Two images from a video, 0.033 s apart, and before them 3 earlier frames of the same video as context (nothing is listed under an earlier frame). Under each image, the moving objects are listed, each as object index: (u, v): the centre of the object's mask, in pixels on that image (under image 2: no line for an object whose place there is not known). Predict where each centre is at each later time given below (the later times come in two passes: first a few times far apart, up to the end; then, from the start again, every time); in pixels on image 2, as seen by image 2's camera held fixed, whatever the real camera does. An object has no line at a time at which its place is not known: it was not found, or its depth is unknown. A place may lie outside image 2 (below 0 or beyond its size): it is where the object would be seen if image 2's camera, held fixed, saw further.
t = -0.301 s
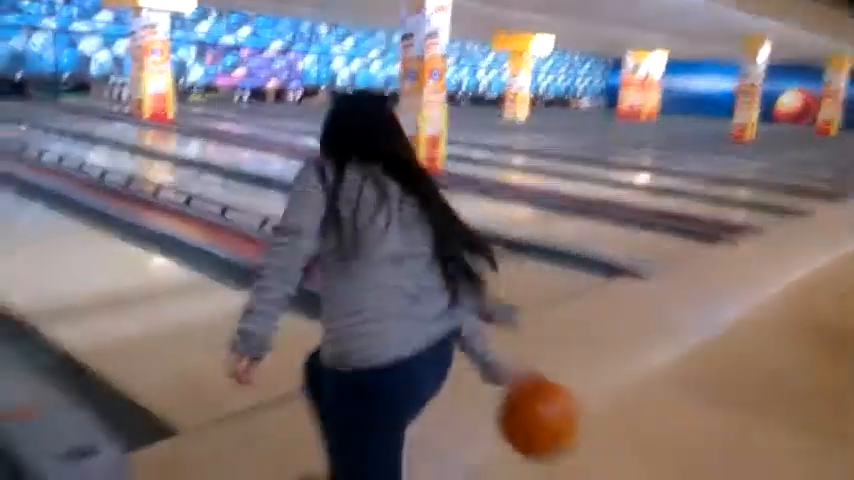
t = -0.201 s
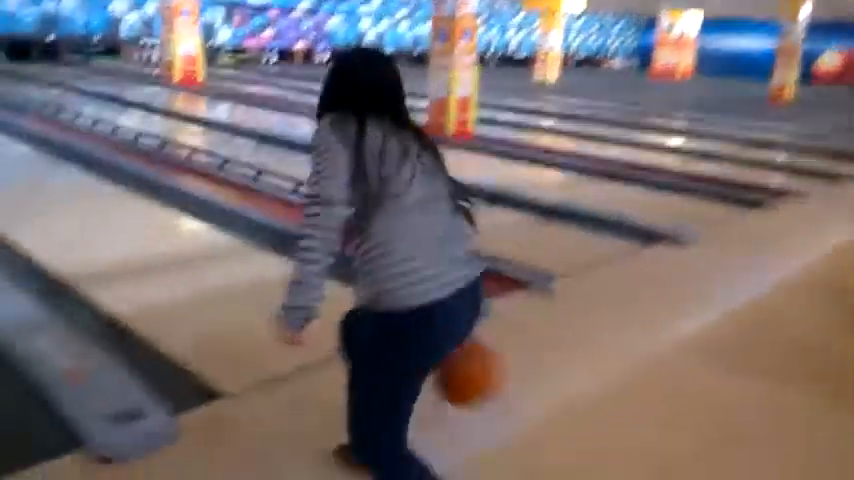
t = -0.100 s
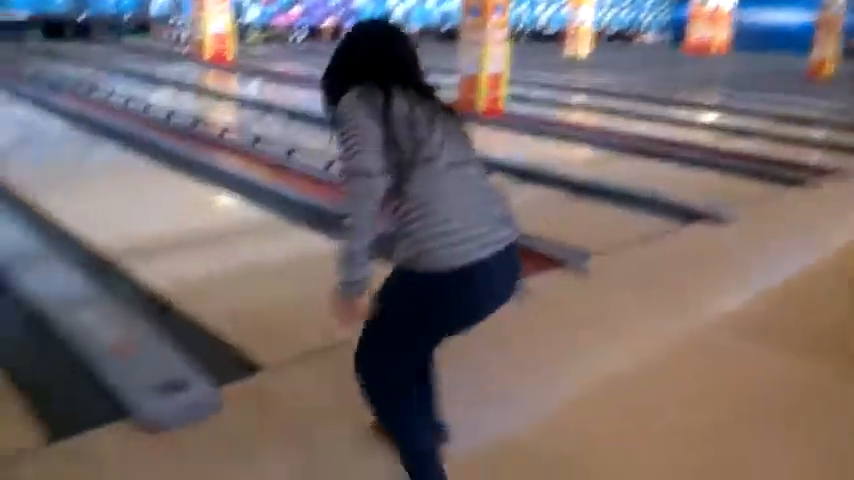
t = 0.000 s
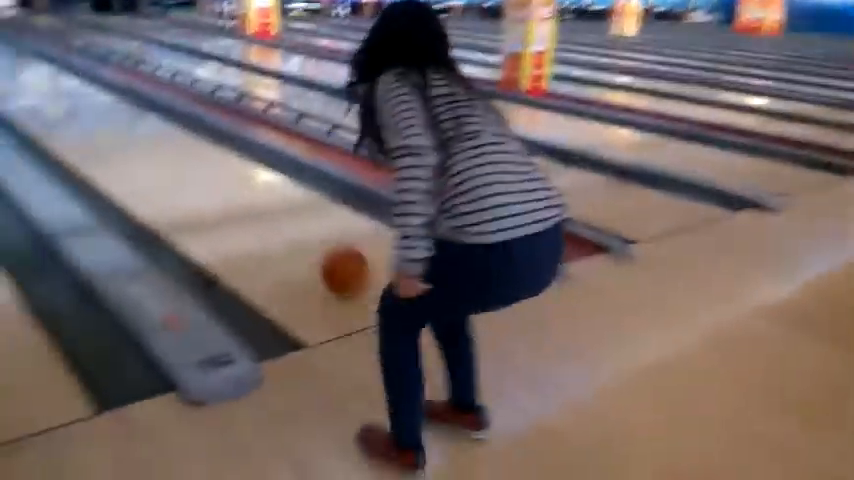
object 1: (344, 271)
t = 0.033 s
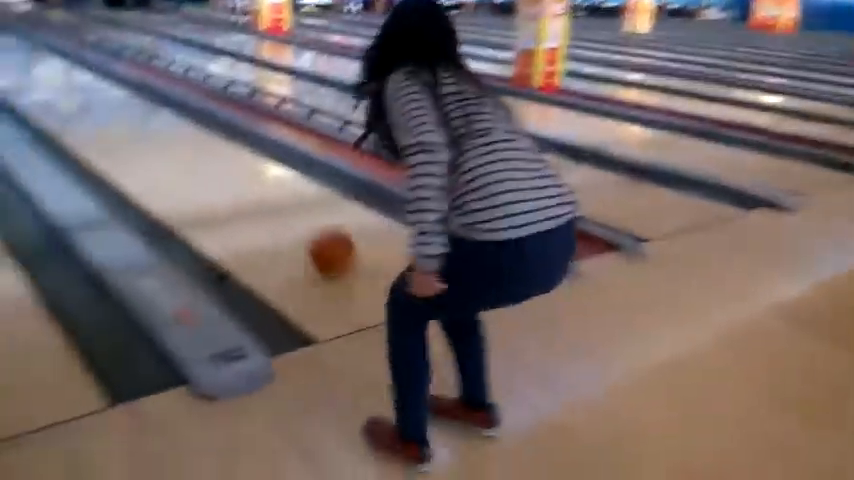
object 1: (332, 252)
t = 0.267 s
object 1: (208, 180)
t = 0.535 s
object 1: (123, 130)
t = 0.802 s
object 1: (68, 98)
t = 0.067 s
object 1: (310, 240)
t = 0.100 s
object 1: (290, 229)
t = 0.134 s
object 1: (271, 218)
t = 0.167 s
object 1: (253, 208)
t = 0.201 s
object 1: (238, 197)
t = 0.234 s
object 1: (222, 189)
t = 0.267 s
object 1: (208, 180)
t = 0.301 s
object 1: (195, 173)
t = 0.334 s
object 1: (182, 165)
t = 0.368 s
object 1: (171, 159)
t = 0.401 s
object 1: (161, 153)
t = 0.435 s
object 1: (150, 146)
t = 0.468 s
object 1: (141, 140)
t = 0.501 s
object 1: (132, 134)
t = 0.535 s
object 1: (123, 130)
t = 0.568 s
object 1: (115, 125)
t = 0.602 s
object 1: (108, 121)
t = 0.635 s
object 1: (100, 116)
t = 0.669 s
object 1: (92, 112)
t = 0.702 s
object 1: (87, 109)
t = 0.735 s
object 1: (80, 105)
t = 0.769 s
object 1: (75, 102)
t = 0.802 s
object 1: (68, 98)
